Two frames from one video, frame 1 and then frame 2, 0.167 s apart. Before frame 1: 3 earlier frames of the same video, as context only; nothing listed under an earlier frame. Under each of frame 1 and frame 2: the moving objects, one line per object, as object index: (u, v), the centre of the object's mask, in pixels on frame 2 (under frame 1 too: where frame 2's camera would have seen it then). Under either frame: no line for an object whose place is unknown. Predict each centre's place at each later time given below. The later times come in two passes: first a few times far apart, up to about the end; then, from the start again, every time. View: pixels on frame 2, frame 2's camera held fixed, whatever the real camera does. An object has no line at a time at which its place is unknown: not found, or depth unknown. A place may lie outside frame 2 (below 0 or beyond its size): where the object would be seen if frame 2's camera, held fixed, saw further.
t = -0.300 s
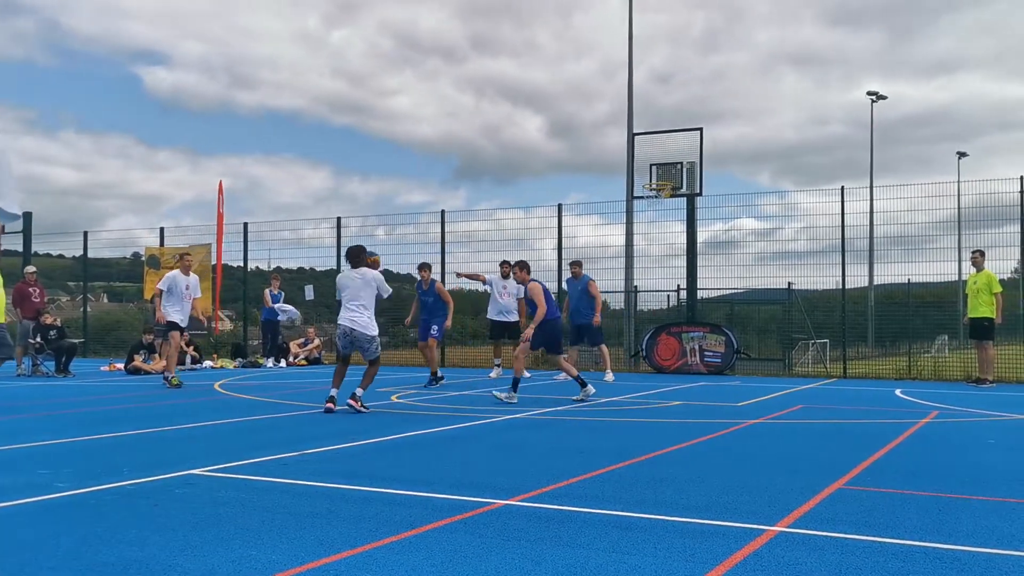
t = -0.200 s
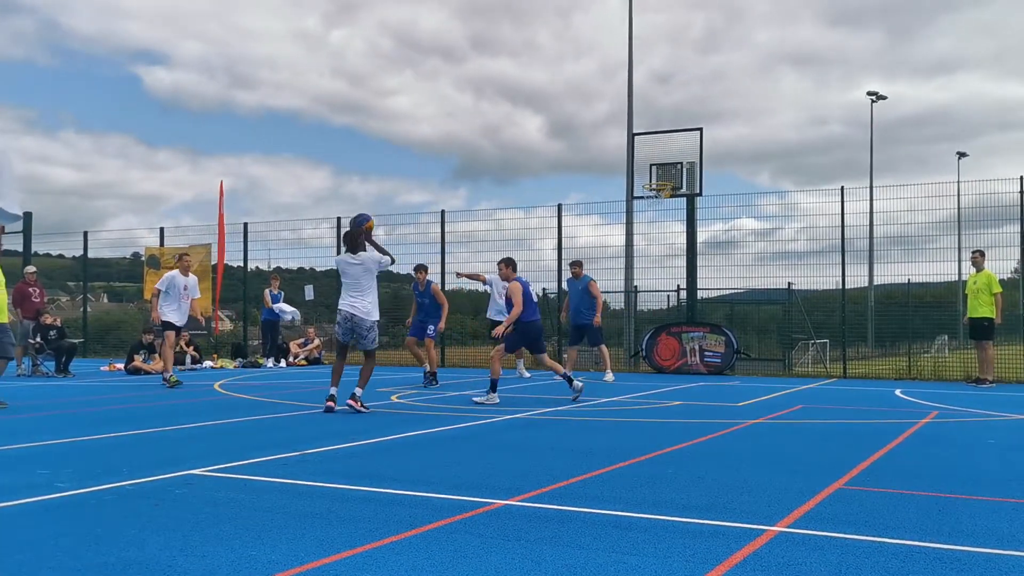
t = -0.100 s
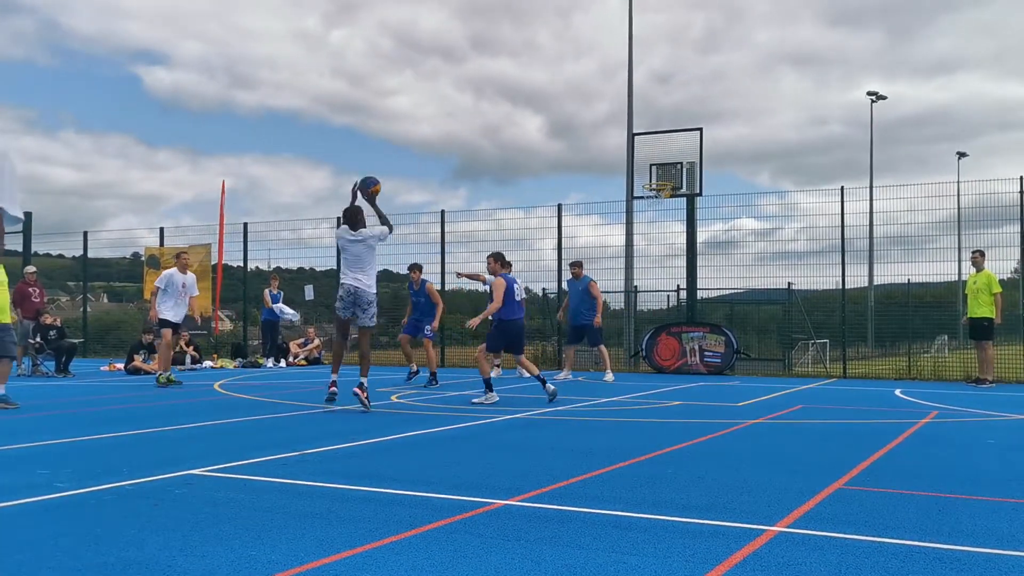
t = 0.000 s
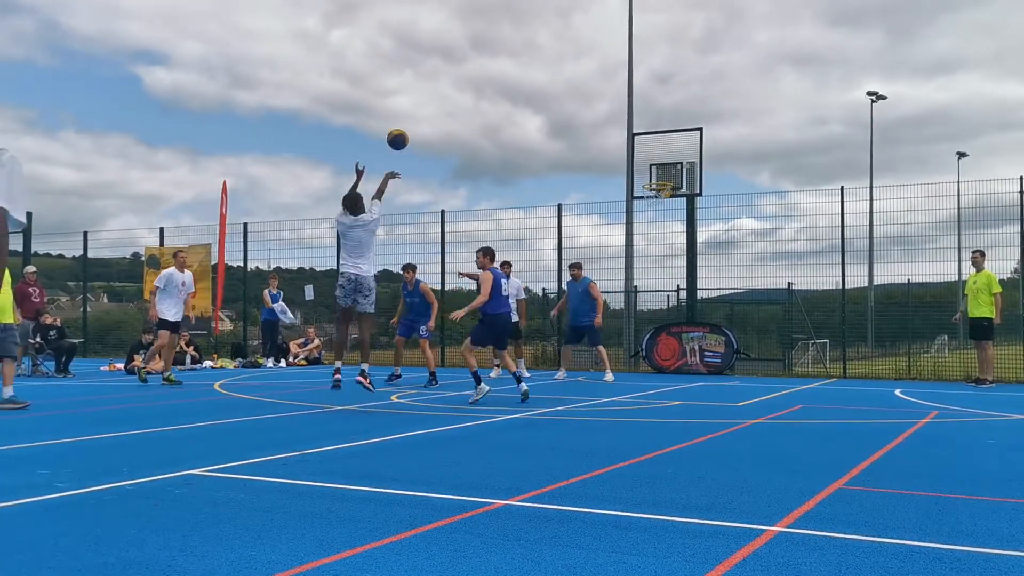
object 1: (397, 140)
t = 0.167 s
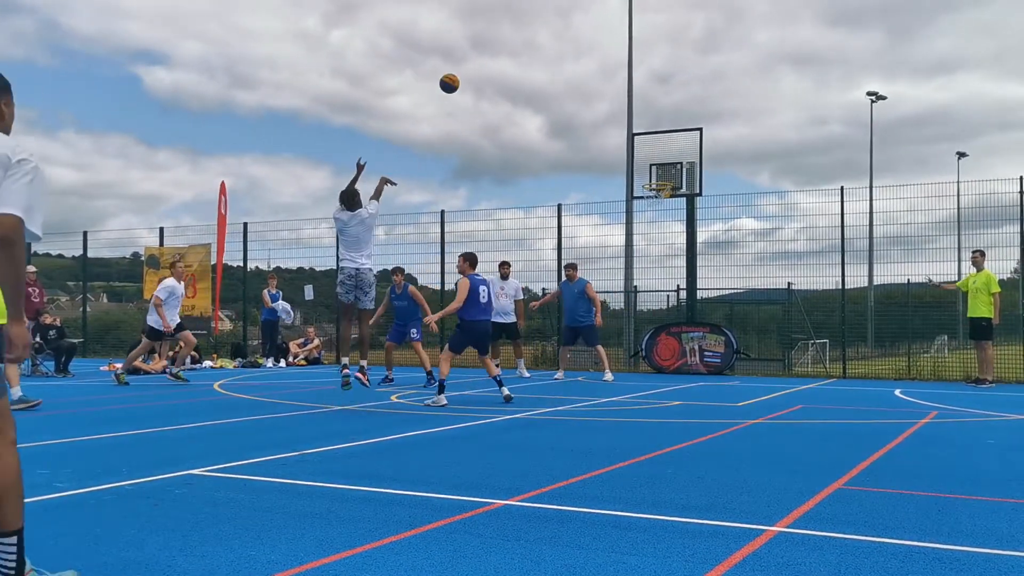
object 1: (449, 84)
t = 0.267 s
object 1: (476, 64)
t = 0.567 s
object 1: (543, 55)
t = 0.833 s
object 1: (590, 97)
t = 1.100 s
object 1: (627, 176)
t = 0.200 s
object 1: (458, 76)
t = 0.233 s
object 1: (467, 69)
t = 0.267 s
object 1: (476, 64)
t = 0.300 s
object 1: (484, 59)
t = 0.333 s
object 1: (492, 56)
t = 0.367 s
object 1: (500, 53)
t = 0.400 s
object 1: (508, 51)
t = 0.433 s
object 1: (515, 50)
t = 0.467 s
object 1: (523, 50)
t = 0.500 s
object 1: (529, 51)
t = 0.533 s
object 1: (536, 52)
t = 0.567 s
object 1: (543, 55)
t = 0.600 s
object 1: (549, 58)
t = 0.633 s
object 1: (555, 61)
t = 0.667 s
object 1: (561, 66)
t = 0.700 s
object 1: (567, 71)
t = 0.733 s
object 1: (573, 77)
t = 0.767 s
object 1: (579, 83)
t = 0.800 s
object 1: (584, 90)
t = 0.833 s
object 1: (590, 97)
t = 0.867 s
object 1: (595, 105)
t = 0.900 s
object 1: (600, 114)
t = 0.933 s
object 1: (605, 123)
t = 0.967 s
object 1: (609, 133)
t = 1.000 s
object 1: (614, 143)
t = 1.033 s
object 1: (618, 154)
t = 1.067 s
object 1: (623, 165)
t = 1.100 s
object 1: (627, 176)
